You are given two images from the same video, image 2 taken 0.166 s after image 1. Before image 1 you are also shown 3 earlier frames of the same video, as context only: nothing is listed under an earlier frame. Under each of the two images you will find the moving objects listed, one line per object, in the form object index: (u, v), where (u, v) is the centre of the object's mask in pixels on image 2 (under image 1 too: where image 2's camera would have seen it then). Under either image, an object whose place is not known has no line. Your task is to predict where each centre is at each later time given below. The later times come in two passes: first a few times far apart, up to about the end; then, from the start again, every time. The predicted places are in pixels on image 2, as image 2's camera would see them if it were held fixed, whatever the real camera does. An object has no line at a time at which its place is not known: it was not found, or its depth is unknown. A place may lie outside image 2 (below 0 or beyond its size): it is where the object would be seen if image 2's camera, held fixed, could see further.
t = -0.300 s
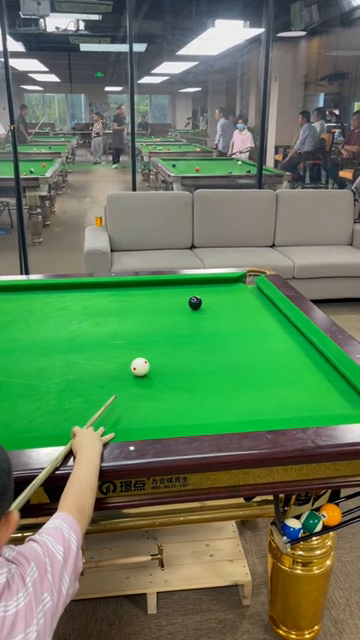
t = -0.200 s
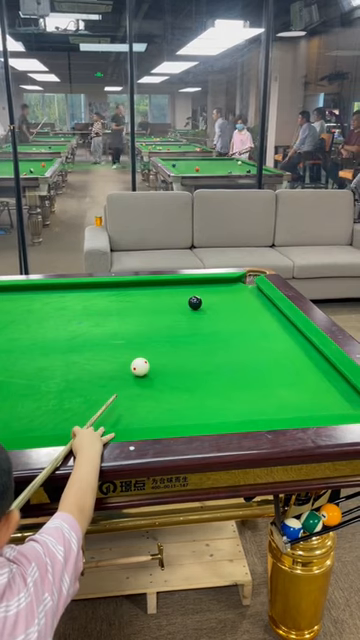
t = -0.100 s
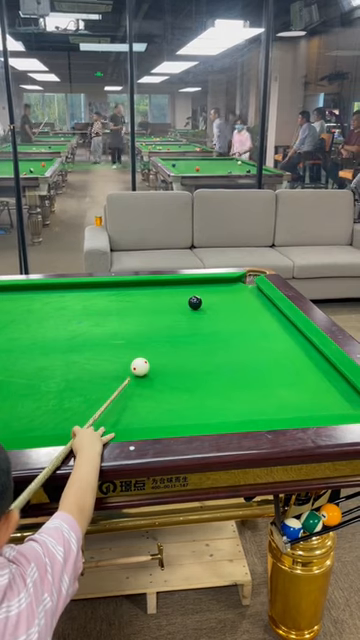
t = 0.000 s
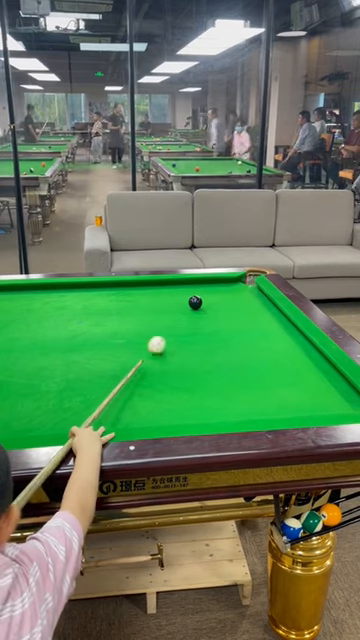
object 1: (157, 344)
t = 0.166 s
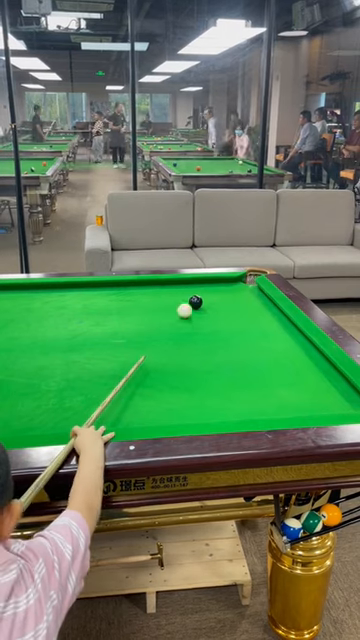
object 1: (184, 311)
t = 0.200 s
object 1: (188, 305)
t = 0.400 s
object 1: (172, 298)
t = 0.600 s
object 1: (160, 290)
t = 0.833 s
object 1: (148, 283)
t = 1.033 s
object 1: (140, 287)
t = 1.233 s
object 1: (133, 293)
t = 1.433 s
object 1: (125, 297)
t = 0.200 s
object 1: (188, 305)
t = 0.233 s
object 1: (184, 305)
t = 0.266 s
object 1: (181, 304)
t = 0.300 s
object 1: (178, 302)
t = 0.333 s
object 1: (176, 301)
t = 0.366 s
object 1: (174, 299)
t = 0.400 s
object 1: (172, 298)
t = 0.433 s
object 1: (170, 297)
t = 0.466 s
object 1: (167, 296)
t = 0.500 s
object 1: (166, 294)
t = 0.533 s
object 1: (164, 293)
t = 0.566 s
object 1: (162, 292)
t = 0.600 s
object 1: (160, 290)
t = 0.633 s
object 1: (158, 289)
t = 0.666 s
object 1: (156, 288)
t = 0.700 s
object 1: (155, 287)
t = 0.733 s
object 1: (153, 286)
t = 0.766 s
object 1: (151, 285)
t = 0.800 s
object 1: (150, 284)
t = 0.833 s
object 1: (148, 283)
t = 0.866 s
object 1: (147, 283)
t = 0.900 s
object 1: (145, 284)
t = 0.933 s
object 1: (144, 285)
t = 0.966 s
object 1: (143, 286)
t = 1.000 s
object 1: (142, 287)
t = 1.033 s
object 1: (140, 287)
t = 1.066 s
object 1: (139, 288)
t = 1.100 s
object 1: (138, 289)
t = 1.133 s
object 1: (137, 290)
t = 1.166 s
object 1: (136, 291)
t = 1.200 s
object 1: (134, 292)
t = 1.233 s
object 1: (133, 293)
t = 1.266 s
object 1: (132, 294)
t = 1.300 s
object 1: (130, 295)
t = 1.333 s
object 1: (129, 295)
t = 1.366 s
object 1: (128, 296)
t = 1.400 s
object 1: (127, 297)
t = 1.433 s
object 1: (125, 297)
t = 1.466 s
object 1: (124, 299)
